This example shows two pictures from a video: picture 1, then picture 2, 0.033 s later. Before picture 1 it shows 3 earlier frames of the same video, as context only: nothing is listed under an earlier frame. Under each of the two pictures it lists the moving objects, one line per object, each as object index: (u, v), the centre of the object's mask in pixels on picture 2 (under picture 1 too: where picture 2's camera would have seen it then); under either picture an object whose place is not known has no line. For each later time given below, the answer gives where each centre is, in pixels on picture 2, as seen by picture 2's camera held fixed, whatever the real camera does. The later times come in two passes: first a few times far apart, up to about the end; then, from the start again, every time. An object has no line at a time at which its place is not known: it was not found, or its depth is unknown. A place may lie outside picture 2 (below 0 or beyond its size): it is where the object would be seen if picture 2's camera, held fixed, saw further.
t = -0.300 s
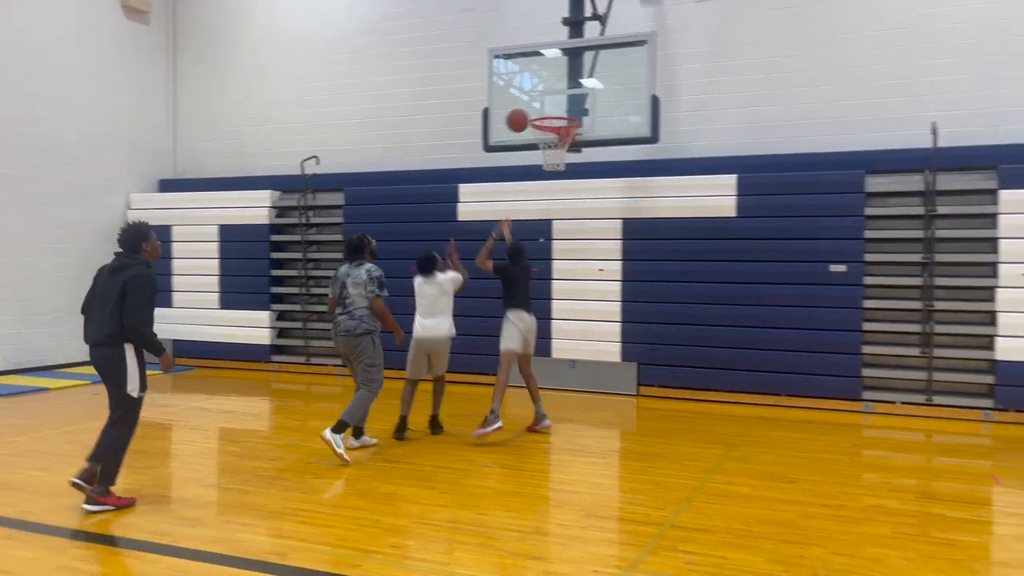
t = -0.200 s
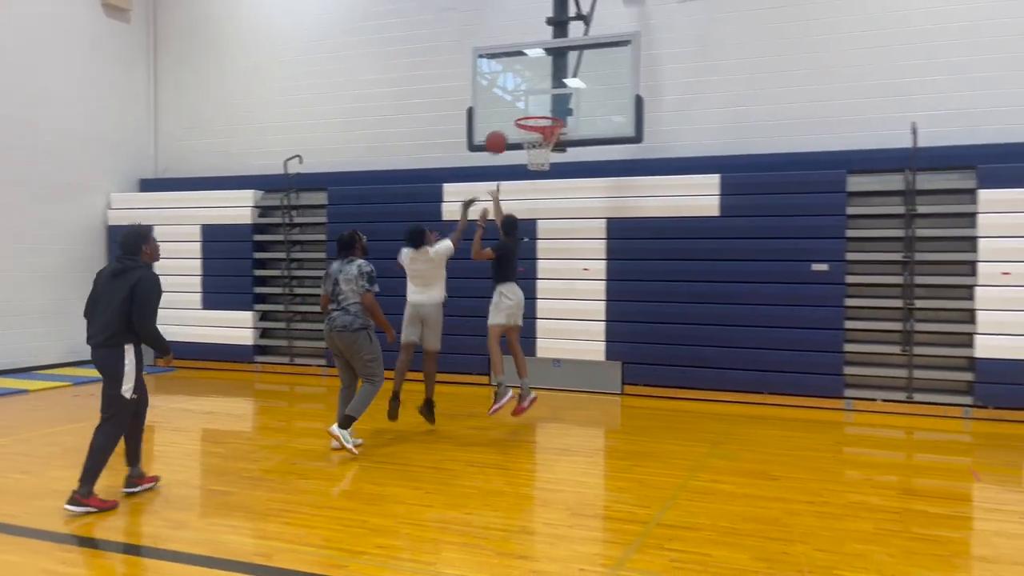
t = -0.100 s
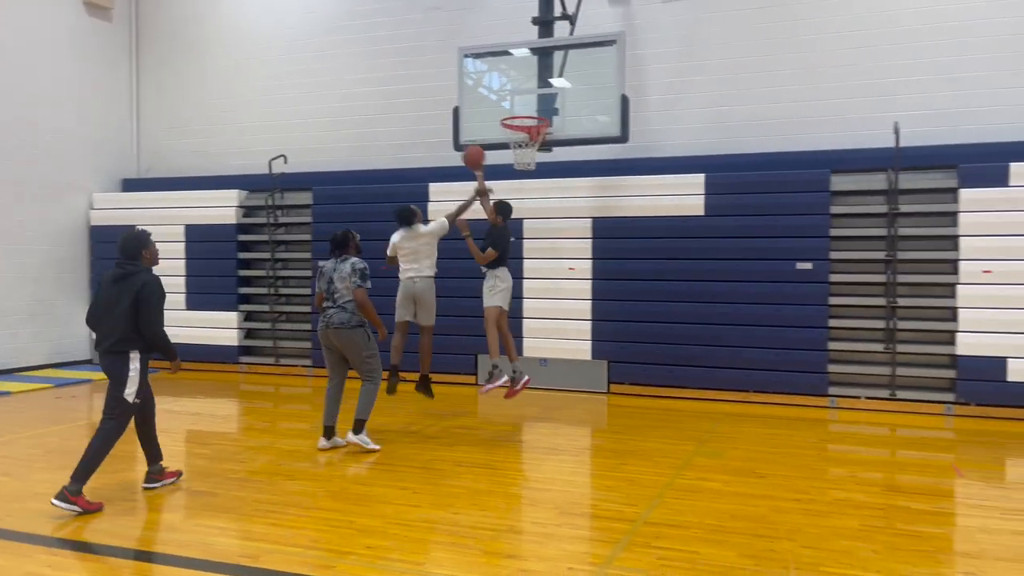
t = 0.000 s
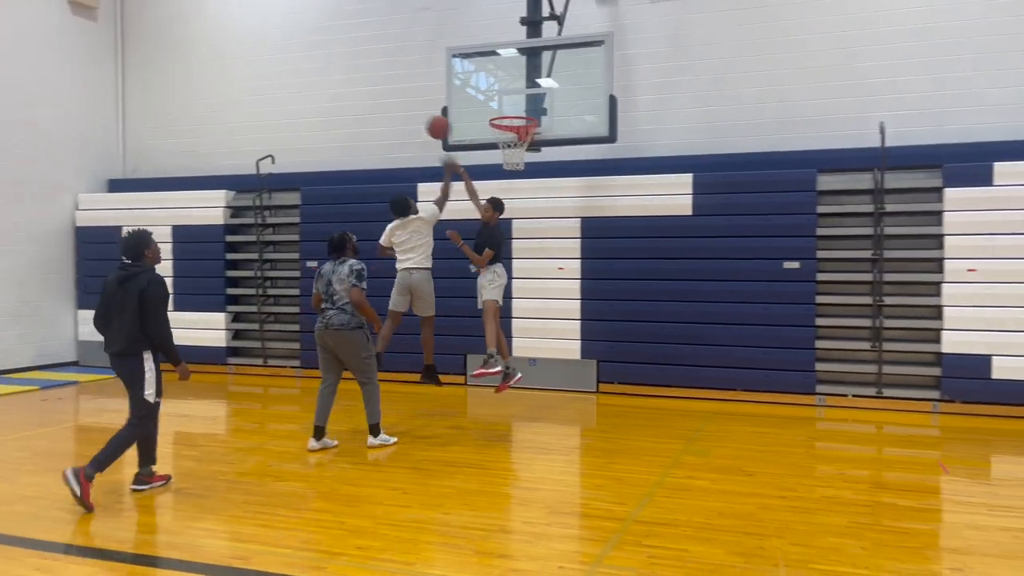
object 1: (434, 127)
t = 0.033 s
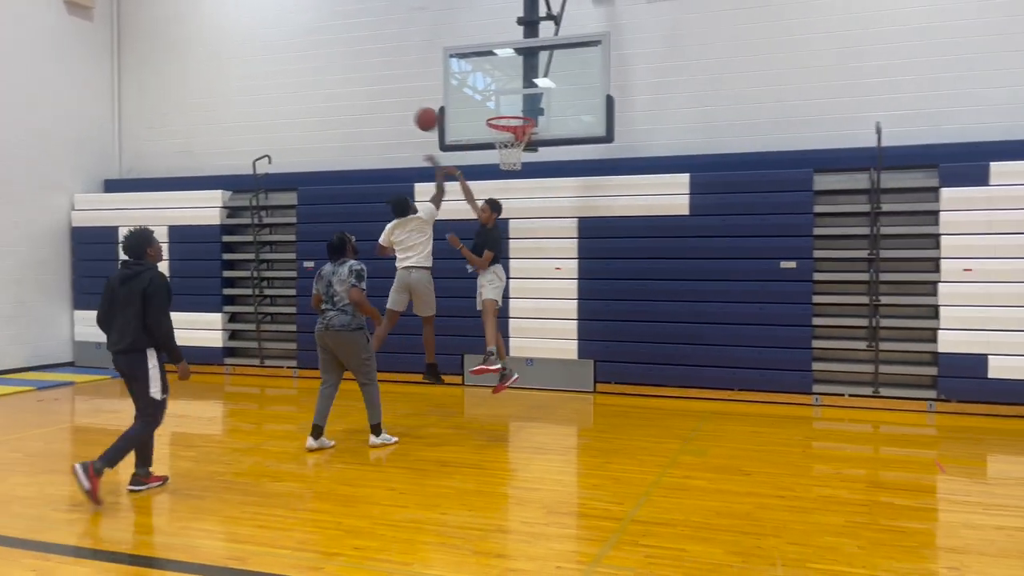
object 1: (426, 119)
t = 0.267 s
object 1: (364, 92)
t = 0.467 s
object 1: (305, 114)
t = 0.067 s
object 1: (418, 112)
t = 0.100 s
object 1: (410, 106)
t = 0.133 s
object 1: (401, 101)
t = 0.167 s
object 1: (392, 97)
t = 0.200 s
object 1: (383, 95)
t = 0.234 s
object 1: (373, 93)
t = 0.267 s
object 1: (364, 92)
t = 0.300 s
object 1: (355, 93)
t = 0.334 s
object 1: (345, 95)
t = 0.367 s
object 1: (336, 97)
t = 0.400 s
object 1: (326, 101)
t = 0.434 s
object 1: (315, 107)
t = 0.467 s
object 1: (305, 114)
